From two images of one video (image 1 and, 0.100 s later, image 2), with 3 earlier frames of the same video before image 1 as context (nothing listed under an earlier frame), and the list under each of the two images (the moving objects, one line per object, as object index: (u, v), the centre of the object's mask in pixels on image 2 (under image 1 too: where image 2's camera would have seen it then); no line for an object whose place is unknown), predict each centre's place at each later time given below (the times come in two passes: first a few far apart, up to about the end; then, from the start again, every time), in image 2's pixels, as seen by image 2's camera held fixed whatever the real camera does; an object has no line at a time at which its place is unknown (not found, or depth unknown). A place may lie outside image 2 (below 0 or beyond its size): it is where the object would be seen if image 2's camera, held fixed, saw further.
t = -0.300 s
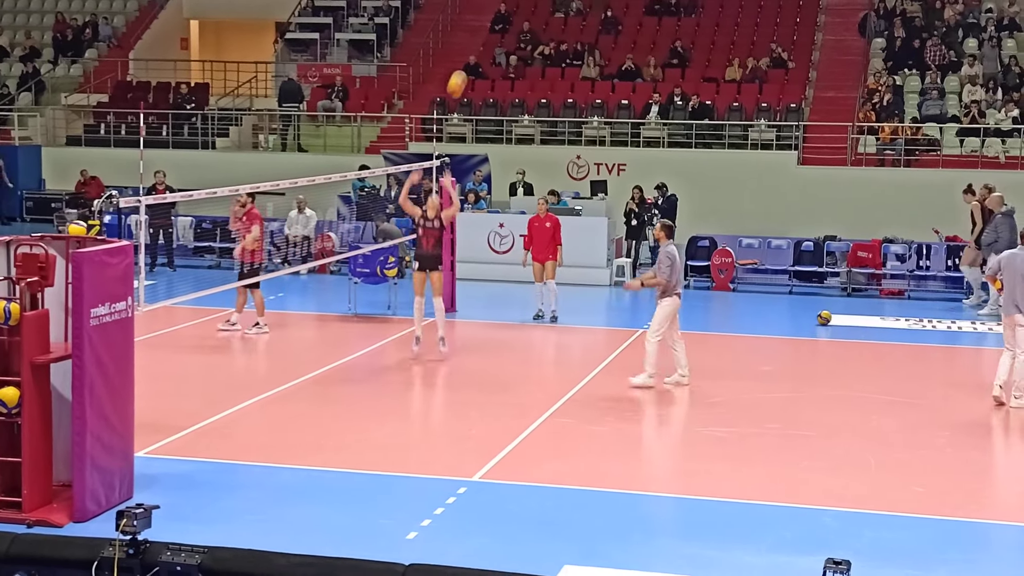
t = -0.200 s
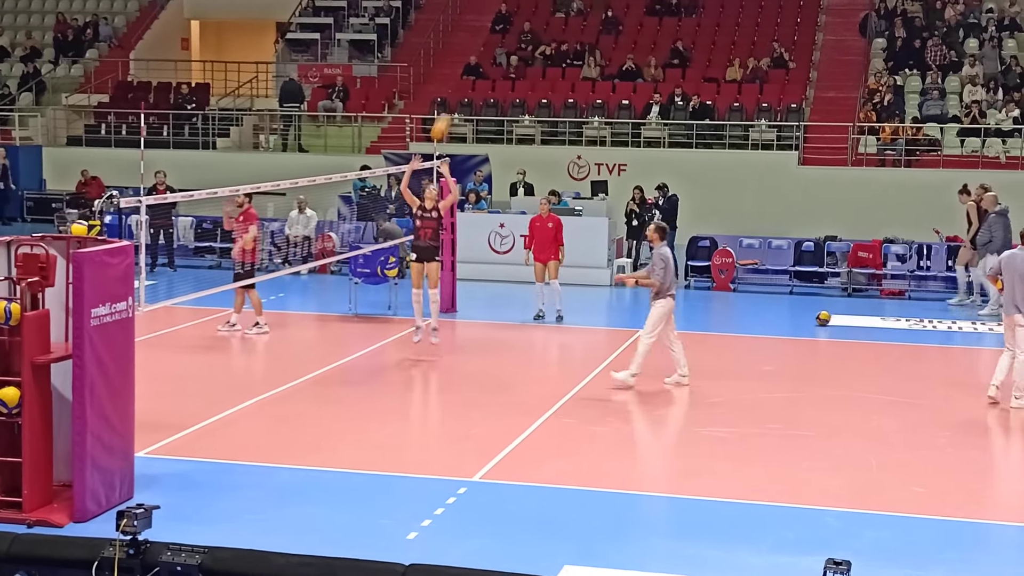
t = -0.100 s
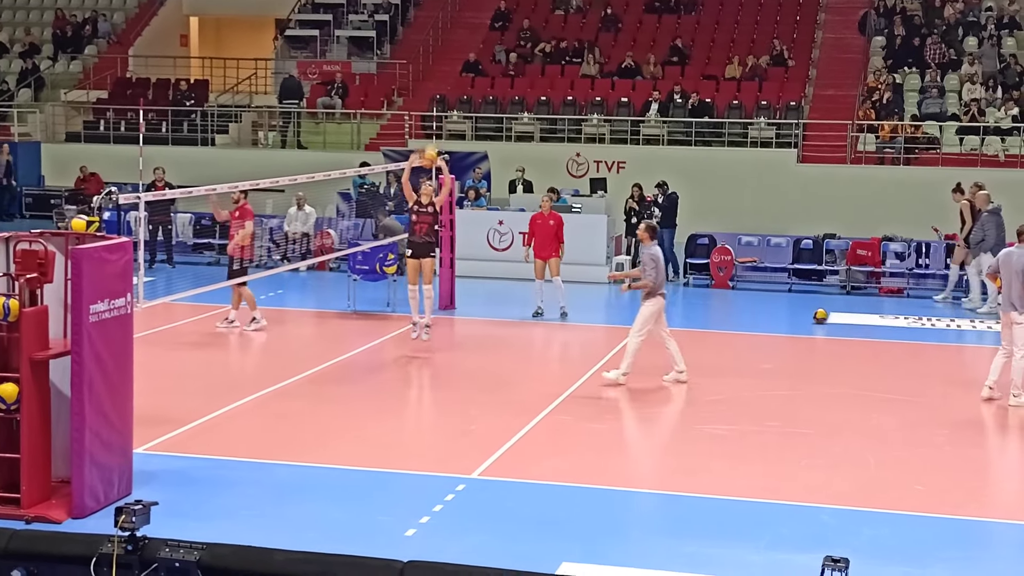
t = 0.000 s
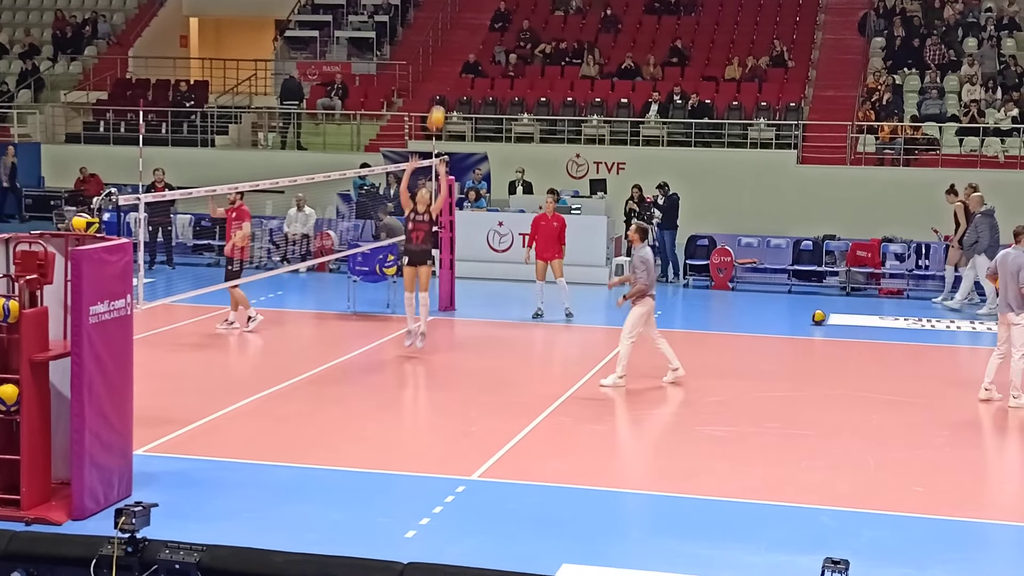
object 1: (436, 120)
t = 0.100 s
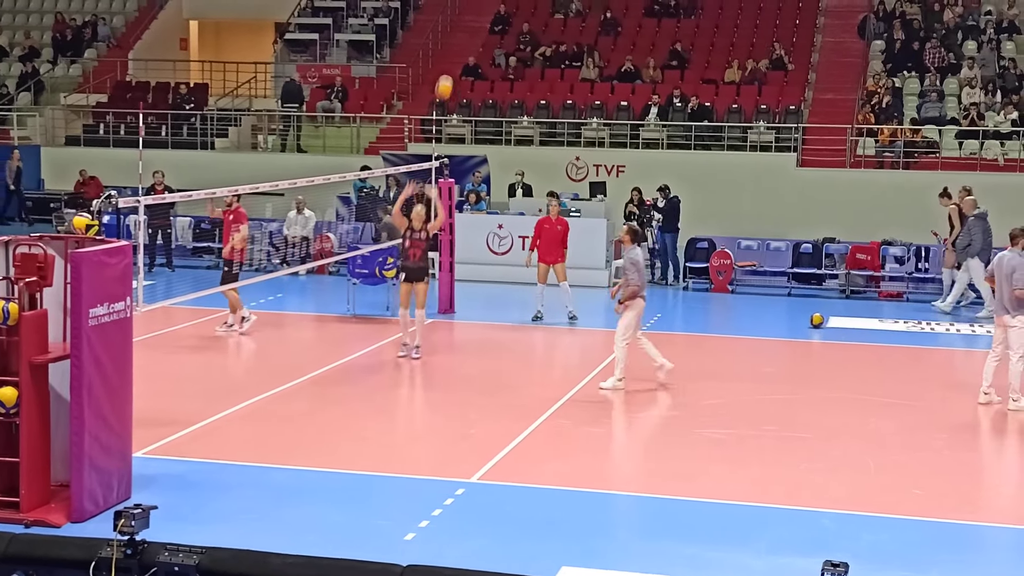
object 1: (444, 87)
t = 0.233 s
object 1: (455, 54)
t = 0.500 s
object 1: (477, 33)
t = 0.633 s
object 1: (487, 45)
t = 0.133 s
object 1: (447, 76)
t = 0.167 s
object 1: (450, 68)
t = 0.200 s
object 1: (452, 61)
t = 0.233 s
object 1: (455, 54)
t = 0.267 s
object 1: (458, 49)
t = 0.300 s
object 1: (461, 44)
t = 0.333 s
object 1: (463, 40)
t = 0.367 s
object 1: (466, 37)
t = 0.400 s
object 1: (469, 34)
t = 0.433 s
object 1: (472, 33)
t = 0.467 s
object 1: (474, 33)
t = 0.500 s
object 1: (477, 33)
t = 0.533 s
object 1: (480, 34)
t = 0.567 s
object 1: (482, 37)
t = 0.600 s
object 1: (485, 40)
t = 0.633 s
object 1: (487, 45)
